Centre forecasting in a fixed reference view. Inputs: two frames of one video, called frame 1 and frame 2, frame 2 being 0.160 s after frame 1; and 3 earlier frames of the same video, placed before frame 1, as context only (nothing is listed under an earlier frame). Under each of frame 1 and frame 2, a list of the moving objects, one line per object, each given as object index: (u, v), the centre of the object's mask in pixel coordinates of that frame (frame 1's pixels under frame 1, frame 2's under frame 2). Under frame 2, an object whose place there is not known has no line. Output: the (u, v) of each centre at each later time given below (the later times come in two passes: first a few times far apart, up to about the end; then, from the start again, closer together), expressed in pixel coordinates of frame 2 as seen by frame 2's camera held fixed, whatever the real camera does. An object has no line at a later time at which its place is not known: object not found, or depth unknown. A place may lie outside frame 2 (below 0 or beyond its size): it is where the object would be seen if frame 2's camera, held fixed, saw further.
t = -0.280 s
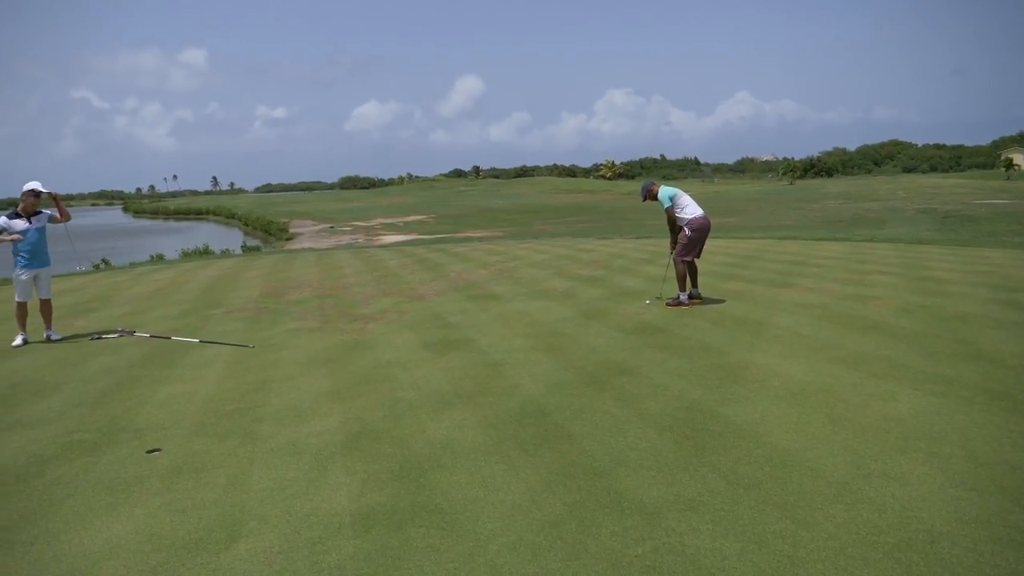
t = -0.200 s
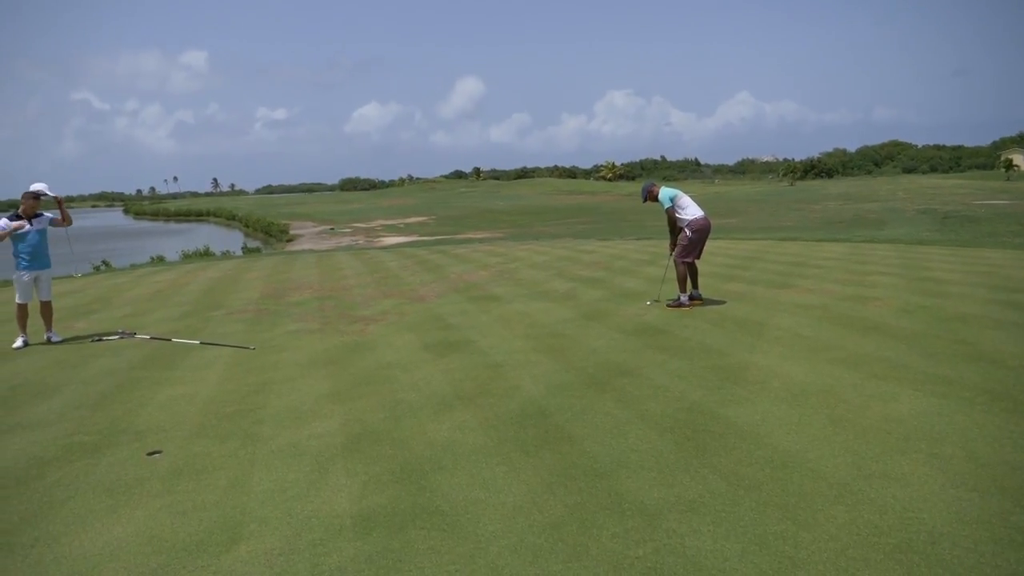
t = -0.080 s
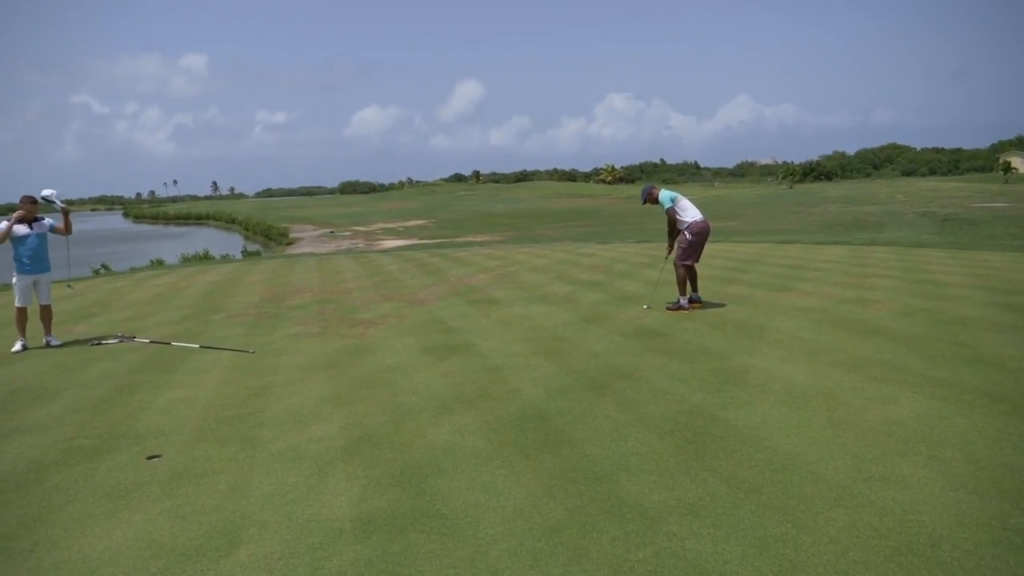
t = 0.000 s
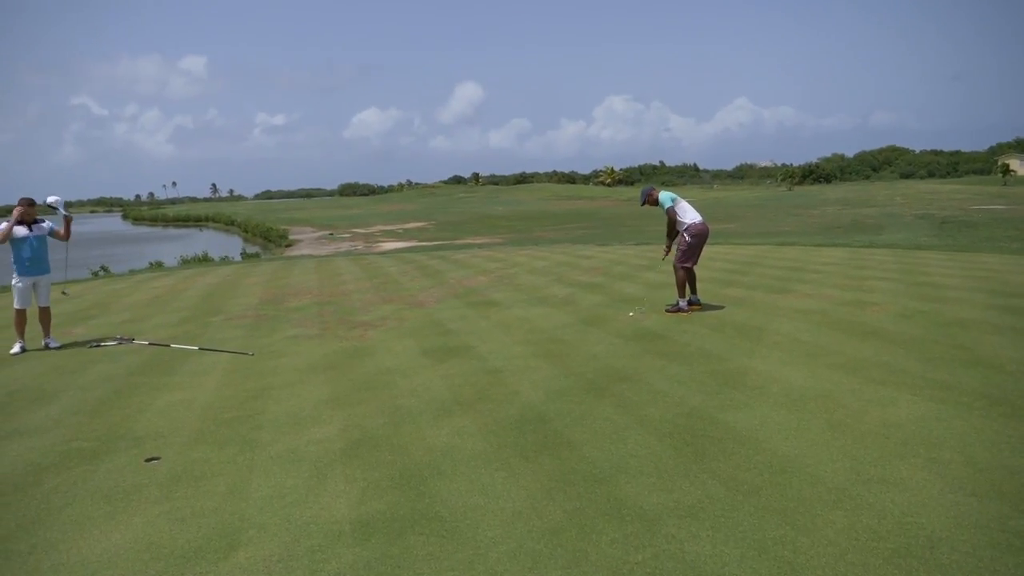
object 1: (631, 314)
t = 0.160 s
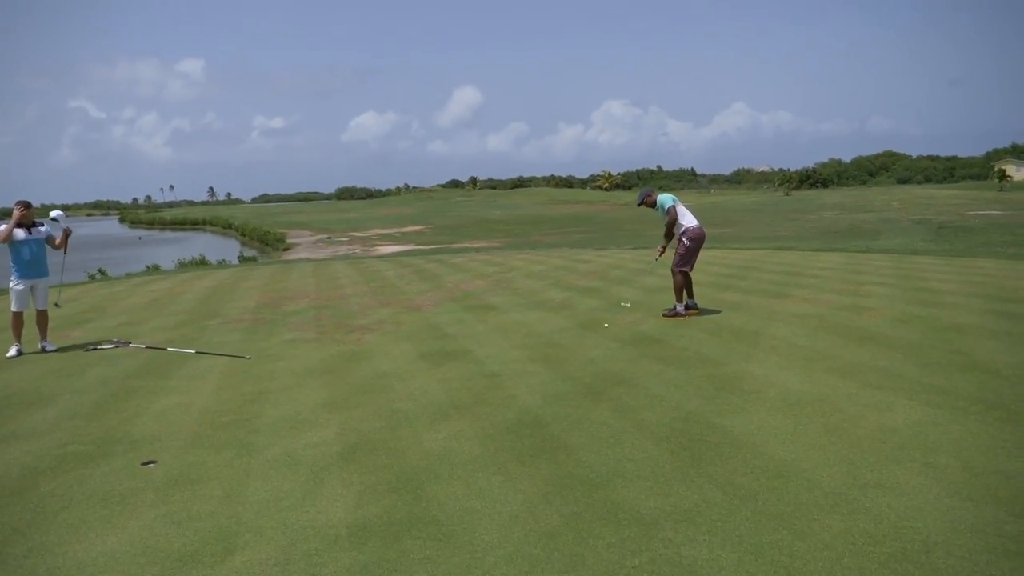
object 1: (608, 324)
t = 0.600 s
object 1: (545, 346)
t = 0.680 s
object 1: (534, 350)
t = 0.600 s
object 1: (545, 346)
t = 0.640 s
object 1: (540, 348)
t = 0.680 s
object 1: (534, 350)
